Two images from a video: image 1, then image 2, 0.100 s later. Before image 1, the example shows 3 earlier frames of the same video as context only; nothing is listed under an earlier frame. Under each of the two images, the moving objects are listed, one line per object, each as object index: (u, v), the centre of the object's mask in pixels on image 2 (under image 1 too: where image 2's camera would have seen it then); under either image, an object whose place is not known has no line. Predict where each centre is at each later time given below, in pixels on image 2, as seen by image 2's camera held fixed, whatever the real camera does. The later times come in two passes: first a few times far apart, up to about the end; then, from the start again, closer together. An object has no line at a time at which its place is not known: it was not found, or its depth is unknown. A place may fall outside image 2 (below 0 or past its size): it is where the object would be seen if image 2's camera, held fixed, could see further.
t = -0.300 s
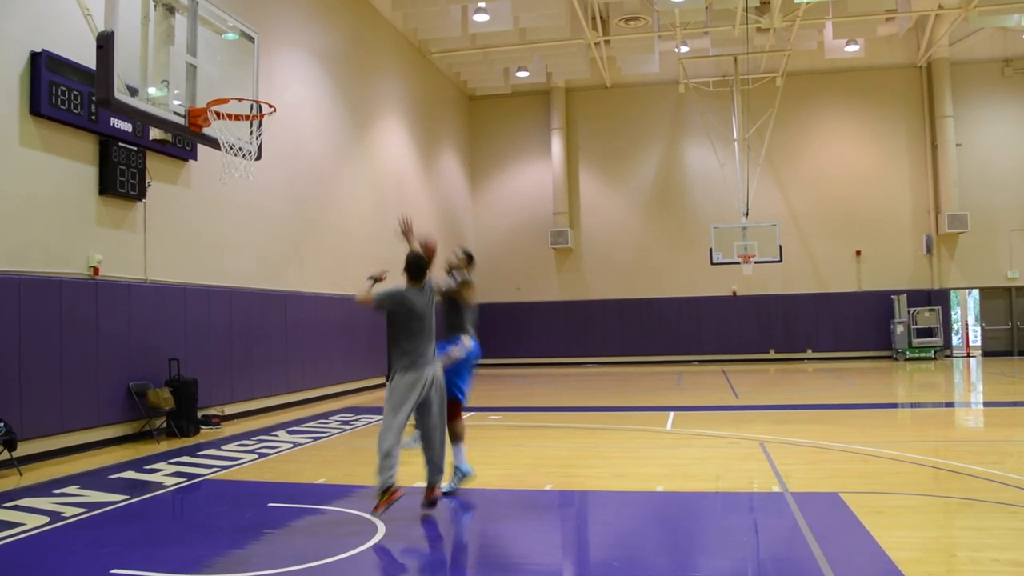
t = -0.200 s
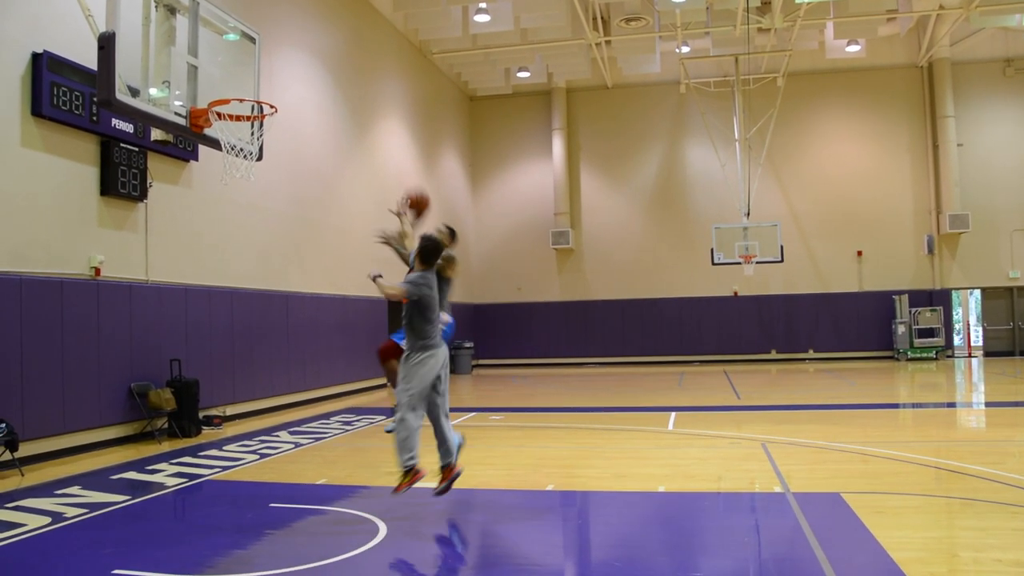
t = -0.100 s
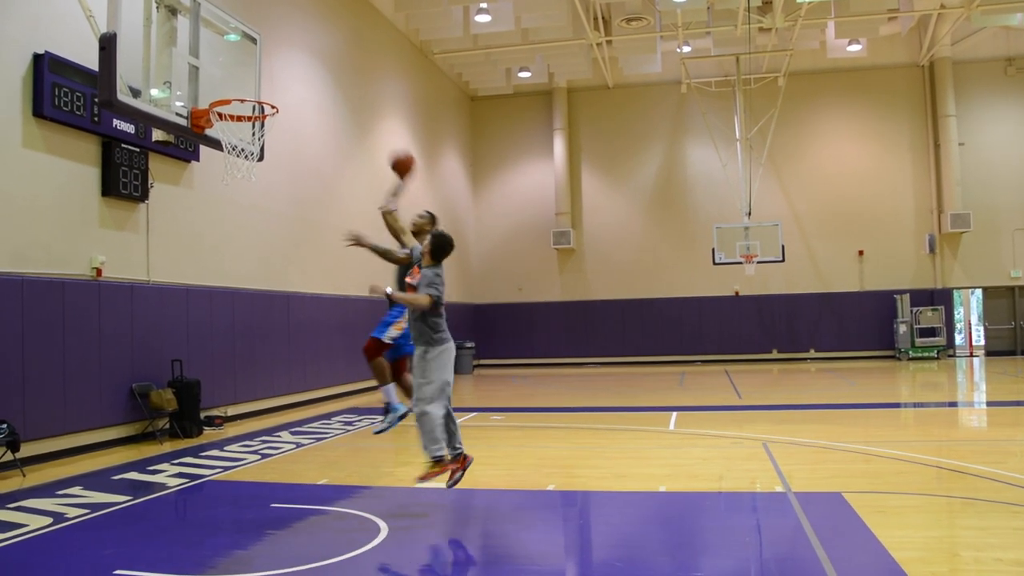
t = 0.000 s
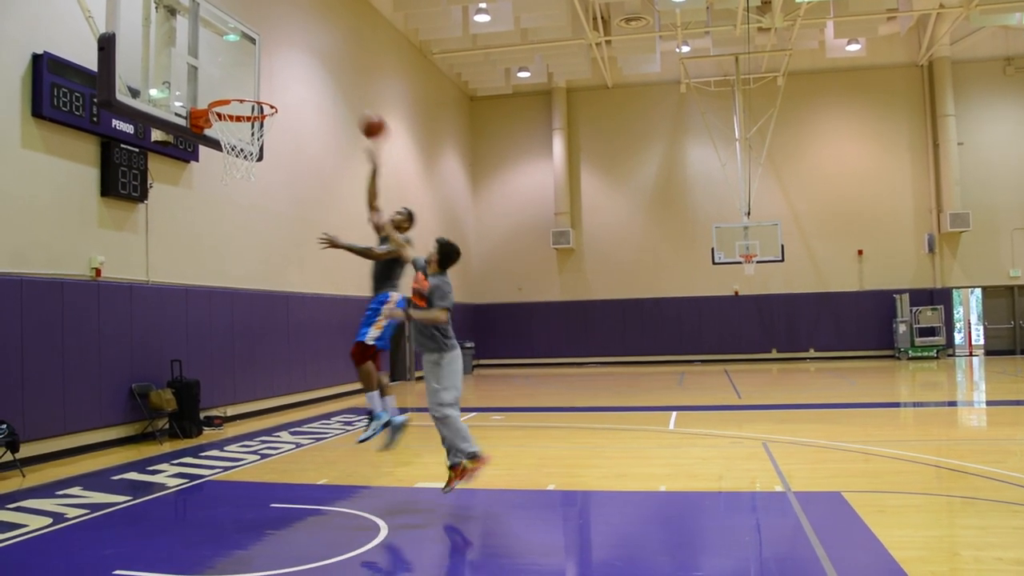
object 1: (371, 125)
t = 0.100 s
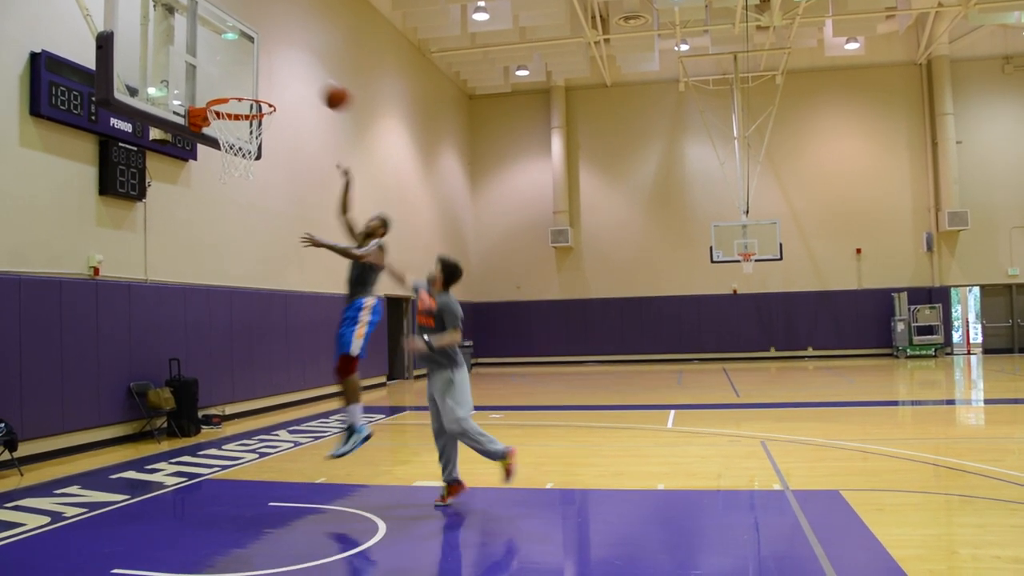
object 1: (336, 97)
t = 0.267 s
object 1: (269, 69)
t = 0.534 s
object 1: (233, 88)
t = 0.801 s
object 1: (261, 177)
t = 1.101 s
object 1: (279, 327)
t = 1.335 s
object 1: (293, 484)
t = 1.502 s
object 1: (290, 389)
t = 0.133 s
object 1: (323, 89)
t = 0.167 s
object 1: (310, 82)
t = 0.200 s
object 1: (297, 77)
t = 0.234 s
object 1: (283, 73)
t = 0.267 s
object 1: (269, 69)
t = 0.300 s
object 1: (255, 67)
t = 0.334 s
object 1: (241, 67)
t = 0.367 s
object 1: (227, 68)
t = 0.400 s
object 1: (223, 70)
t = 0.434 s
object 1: (226, 73)
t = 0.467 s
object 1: (228, 78)
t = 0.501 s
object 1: (230, 83)
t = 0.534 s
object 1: (233, 88)
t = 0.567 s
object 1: (236, 100)
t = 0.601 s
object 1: (241, 112)
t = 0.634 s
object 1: (245, 125)
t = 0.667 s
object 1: (252, 140)
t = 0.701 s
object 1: (256, 149)
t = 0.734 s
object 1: (257, 156)
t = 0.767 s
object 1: (261, 168)
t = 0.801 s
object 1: (261, 177)
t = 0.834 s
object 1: (263, 188)
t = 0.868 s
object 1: (265, 200)
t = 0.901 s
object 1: (267, 216)
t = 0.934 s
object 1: (269, 231)
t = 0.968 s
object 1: (271, 248)
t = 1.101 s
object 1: (279, 327)
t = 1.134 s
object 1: (281, 350)
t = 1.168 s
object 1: (284, 374)
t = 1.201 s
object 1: (286, 405)
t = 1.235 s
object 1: (289, 431)
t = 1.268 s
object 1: (292, 461)
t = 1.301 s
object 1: (293, 491)
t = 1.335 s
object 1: (293, 484)
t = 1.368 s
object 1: (293, 461)
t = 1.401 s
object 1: (292, 443)
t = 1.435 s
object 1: (291, 422)
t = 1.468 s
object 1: (290, 406)
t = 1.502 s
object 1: (290, 389)
